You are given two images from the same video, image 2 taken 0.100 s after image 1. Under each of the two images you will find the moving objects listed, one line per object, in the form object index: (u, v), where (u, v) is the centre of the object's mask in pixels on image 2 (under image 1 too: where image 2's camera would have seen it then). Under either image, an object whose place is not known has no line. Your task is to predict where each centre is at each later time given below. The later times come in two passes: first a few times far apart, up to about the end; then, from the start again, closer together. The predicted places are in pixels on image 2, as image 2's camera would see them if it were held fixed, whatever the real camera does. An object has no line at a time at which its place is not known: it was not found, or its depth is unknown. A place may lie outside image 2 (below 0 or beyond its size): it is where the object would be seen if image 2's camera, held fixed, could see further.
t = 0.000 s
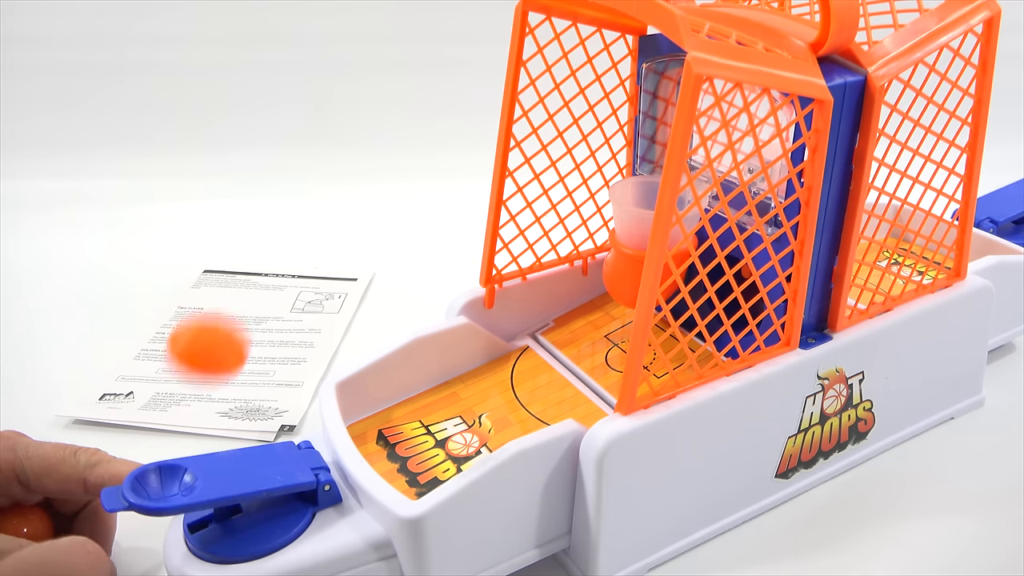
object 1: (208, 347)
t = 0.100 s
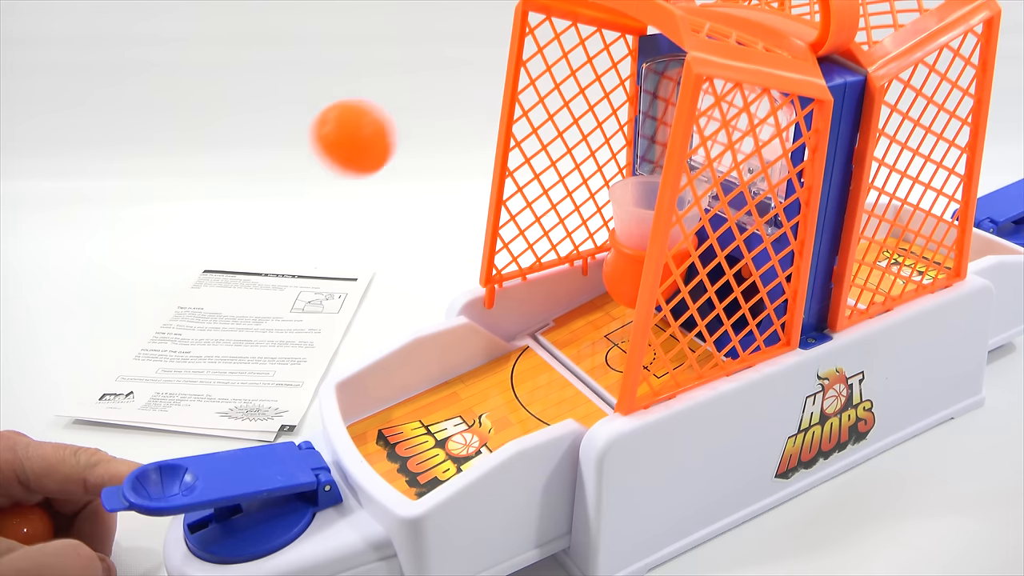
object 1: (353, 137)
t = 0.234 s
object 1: (578, 159)
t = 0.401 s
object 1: (604, 371)
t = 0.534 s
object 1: (613, 337)
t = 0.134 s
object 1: (410, 106)
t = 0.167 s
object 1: (466, 99)
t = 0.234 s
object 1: (578, 159)
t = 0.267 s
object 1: (608, 206)
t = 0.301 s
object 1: (600, 245)
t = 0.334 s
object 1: (595, 308)
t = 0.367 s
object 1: (589, 387)
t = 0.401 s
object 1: (604, 371)
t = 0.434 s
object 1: (613, 356)
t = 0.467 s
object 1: (617, 334)
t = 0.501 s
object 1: (616, 337)
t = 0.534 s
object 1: (613, 337)
